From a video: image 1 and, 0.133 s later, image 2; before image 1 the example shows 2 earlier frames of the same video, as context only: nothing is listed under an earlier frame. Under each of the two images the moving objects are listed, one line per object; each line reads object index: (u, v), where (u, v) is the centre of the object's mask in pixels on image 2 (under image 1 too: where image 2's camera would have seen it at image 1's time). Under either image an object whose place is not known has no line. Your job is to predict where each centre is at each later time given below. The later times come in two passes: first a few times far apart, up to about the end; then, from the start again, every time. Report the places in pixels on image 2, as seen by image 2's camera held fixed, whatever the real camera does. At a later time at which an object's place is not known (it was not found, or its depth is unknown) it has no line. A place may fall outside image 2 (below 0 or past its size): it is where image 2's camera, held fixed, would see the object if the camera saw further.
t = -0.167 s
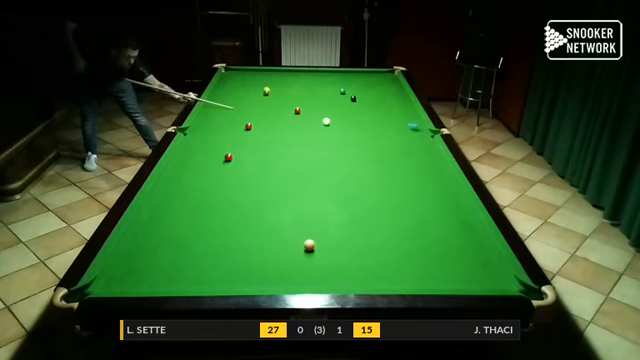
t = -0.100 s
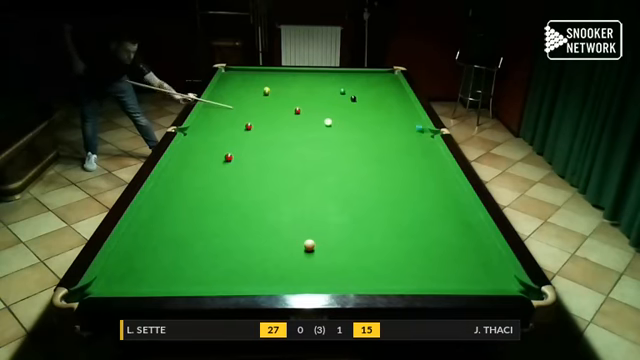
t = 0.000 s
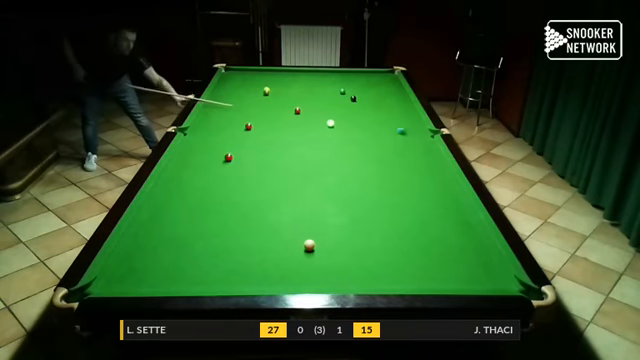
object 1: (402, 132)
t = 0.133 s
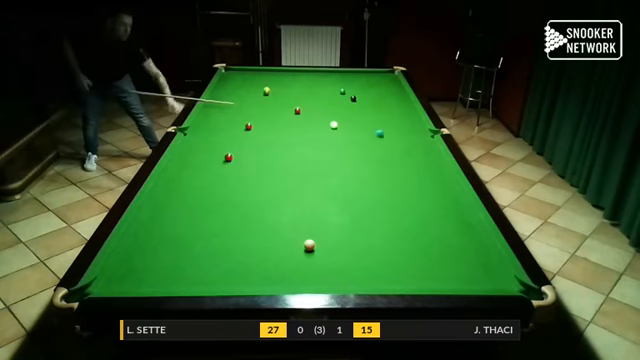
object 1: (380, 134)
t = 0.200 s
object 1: (368, 135)
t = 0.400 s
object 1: (336, 140)
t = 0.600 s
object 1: (302, 143)
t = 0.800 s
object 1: (267, 148)
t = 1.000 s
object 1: (231, 151)
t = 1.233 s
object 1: (186, 157)
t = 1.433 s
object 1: (190, 161)
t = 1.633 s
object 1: (211, 165)
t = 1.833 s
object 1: (231, 167)
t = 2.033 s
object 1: (252, 170)
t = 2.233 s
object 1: (272, 173)
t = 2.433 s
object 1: (291, 176)
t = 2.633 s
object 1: (311, 179)
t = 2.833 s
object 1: (330, 182)
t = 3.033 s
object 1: (349, 184)
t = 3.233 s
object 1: (367, 187)
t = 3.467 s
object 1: (388, 190)
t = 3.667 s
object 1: (406, 193)
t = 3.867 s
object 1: (423, 195)
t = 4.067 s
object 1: (440, 198)
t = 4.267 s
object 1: (456, 200)
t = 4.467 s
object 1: (463, 202)
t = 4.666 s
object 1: (454, 203)
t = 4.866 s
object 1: (446, 205)
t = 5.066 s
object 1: (439, 206)
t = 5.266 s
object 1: (432, 207)
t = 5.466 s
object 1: (427, 209)
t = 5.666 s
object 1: (421, 210)
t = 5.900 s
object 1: (416, 212)
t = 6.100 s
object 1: (411, 213)
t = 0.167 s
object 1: (374, 134)
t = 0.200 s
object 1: (368, 135)
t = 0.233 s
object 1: (363, 135)
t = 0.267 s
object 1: (358, 136)
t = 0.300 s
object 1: (352, 137)
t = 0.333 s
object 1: (347, 138)
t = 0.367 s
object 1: (342, 138)
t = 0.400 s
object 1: (336, 140)
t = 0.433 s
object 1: (330, 140)
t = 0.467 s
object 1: (325, 140)
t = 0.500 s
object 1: (319, 141)
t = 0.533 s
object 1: (313, 142)
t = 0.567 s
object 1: (308, 142)
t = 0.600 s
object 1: (302, 143)
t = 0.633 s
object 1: (296, 144)
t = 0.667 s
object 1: (290, 145)
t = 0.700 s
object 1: (285, 146)
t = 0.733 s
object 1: (279, 146)
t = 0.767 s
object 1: (272, 147)
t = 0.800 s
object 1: (267, 148)
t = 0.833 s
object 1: (261, 148)
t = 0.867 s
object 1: (255, 149)
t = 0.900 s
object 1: (249, 150)
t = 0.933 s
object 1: (243, 151)
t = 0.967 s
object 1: (236, 152)
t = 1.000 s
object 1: (231, 151)
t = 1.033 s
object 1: (225, 153)
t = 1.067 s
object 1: (218, 154)
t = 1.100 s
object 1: (211, 155)
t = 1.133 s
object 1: (205, 156)
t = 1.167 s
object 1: (199, 156)
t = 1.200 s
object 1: (192, 157)
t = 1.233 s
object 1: (186, 157)
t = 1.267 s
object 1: (179, 158)
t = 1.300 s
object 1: (173, 159)
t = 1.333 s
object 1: (177, 160)
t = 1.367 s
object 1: (182, 161)
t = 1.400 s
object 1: (186, 161)
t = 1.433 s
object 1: (190, 161)
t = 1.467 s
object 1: (193, 162)
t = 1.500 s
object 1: (197, 162)
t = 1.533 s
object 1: (201, 163)
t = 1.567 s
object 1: (204, 164)
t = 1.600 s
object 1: (207, 164)
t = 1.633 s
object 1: (211, 165)
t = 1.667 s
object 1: (214, 165)
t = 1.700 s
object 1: (218, 166)
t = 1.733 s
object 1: (221, 166)
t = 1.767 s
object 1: (225, 166)
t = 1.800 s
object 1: (228, 166)
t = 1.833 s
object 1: (231, 167)
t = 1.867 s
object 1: (235, 168)
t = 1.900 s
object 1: (238, 168)
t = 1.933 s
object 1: (242, 169)
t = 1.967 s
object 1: (245, 169)
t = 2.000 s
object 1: (249, 170)
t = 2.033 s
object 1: (252, 170)
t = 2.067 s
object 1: (255, 171)
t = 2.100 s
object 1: (259, 171)
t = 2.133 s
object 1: (262, 172)
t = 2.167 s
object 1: (265, 172)
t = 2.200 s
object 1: (268, 173)
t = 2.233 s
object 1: (272, 173)
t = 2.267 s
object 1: (275, 174)
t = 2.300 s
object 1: (278, 174)
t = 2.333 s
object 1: (281, 175)
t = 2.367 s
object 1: (285, 175)
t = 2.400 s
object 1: (288, 175)
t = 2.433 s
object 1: (291, 176)
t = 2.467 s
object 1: (295, 177)
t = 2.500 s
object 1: (298, 177)
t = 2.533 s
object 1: (301, 178)
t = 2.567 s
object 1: (304, 178)
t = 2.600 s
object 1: (307, 179)
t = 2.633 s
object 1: (311, 179)
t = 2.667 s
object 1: (314, 179)
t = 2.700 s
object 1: (317, 180)
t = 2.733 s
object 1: (320, 180)
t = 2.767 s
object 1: (324, 181)
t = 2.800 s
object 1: (327, 181)
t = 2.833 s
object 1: (330, 182)
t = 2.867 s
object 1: (333, 182)
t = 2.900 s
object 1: (336, 183)
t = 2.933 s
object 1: (339, 183)
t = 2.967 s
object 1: (343, 183)
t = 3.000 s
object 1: (346, 184)
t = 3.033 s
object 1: (349, 184)
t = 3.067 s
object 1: (352, 185)
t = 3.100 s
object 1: (355, 185)
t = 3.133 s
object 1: (358, 186)
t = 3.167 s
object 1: (361, 186)
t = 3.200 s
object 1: (364, 186)
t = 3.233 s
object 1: (367, 187)
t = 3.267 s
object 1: (370, 188)
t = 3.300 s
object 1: (373, 188)
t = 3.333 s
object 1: (376, 188)
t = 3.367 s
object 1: (379, 189)
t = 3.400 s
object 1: (382, 189)
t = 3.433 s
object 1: (385, 190)
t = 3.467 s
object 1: (388, 190)
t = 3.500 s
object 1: (391, 191)
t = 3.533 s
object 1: (394, 191)
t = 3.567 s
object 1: (397, 191)
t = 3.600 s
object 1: (400, 192)
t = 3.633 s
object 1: (403, 192)
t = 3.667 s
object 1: (406, 193)
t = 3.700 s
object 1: (409, 193)
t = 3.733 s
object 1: (412, 194)
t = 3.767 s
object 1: (414, 194)
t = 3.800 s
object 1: (417, 194)
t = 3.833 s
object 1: (420, 195)
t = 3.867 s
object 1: (423, 195)
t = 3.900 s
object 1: (426, 196)
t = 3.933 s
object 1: (429, 196)
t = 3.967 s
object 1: (432, 197)
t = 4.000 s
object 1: (434, 197)
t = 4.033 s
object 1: (437, 197)
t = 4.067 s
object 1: (440, 198)
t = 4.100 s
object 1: (442, 198)
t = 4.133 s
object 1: (445, 199)
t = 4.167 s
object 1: (448, 199)
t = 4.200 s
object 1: (451, 199)
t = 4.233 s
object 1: (453, 200)
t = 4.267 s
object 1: (456, 200)
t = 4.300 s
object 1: (459, 200)
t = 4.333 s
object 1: (461, 201)
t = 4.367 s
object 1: (464, 201)
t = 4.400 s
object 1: (465, 202)
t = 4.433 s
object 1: (464, 202)
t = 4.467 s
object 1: (463, 202)
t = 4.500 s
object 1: (461, 202)
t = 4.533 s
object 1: (460, 203)
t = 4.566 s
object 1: (458, 203)
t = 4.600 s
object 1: (457, 203)
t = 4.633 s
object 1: (456, 203)
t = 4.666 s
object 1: (454, 203)
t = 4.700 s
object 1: (453, 204)
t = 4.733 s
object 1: (452, 204)
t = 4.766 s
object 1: (450, 204)
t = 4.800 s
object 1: (449, 204)
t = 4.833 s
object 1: (448, 205)
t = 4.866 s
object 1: (446, 205)
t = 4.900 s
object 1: (445, 205)
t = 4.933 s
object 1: (444, 205)
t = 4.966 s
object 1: (443, 206)
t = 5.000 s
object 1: (441, 206)
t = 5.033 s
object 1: (440, 206)
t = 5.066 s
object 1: (439, 206)
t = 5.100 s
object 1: (438, 207)
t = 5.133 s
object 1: (437, 207)
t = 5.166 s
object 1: (436, 207)
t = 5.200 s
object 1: (435, 207)
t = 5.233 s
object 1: (434, 207)
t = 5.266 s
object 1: (432, 207)
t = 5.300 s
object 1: (431, 208)
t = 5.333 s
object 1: (430, 208)
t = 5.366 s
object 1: (429, 208)
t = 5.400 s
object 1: (428, 209)
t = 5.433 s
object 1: (427, 209)
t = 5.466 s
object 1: (427, 209)
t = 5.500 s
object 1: (425, 209)
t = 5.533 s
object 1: (424, 209)
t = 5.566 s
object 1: (424, 210)
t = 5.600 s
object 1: (423, 210)
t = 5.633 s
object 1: (422, 210)
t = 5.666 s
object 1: (421, 210)
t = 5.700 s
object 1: (420, 210)
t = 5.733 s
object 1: (419, 211)
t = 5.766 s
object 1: (418, 211)
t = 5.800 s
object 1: (418, 211)
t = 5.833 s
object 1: (417, 211)
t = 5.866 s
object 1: (416, 212)
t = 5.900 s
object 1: (416, 212)
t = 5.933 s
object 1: (415, 212)
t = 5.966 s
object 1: (414, 212)
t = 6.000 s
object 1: (413, 212)
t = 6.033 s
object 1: (412, 212)
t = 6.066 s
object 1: (412, 213)
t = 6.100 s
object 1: (411, 213)
